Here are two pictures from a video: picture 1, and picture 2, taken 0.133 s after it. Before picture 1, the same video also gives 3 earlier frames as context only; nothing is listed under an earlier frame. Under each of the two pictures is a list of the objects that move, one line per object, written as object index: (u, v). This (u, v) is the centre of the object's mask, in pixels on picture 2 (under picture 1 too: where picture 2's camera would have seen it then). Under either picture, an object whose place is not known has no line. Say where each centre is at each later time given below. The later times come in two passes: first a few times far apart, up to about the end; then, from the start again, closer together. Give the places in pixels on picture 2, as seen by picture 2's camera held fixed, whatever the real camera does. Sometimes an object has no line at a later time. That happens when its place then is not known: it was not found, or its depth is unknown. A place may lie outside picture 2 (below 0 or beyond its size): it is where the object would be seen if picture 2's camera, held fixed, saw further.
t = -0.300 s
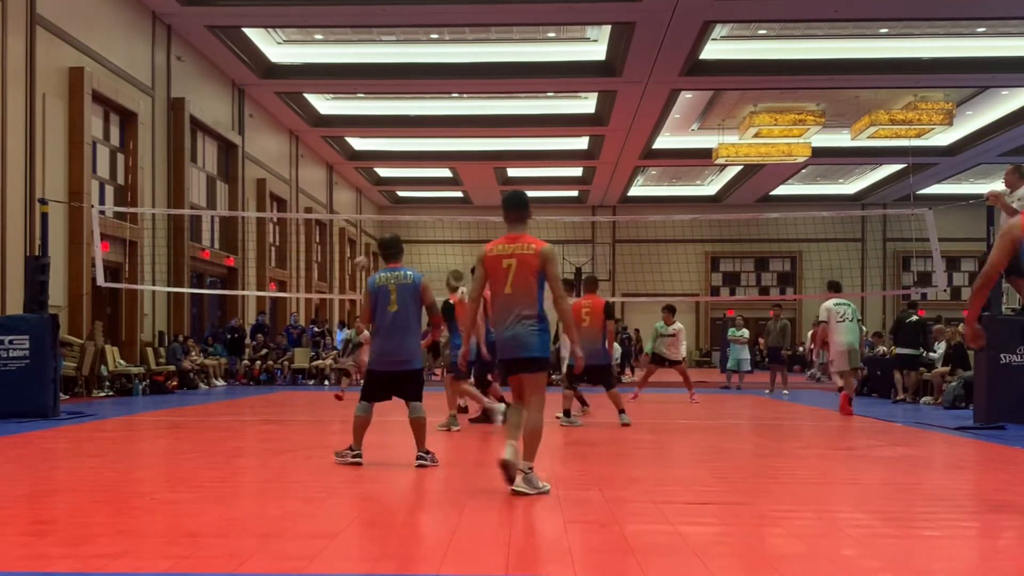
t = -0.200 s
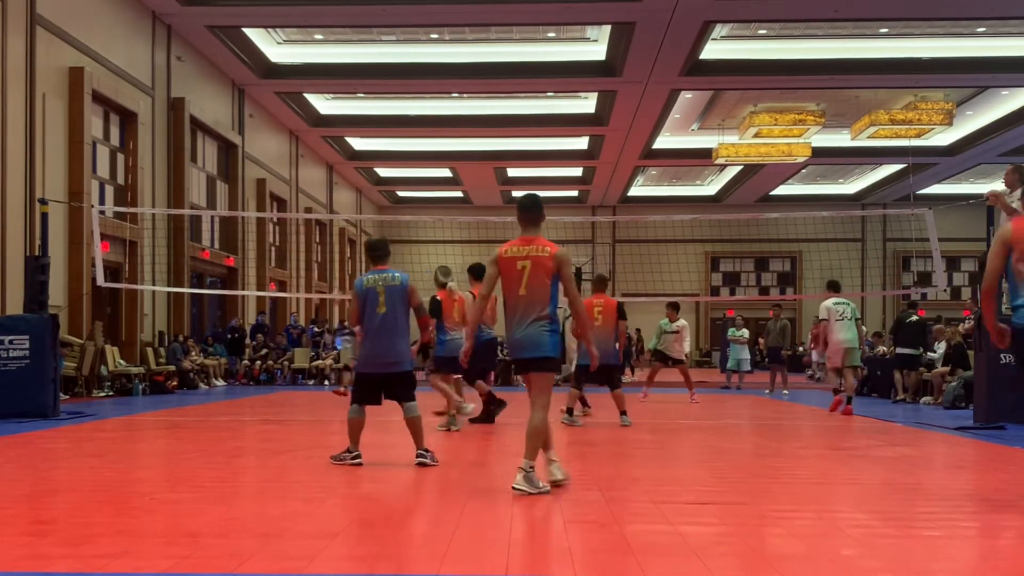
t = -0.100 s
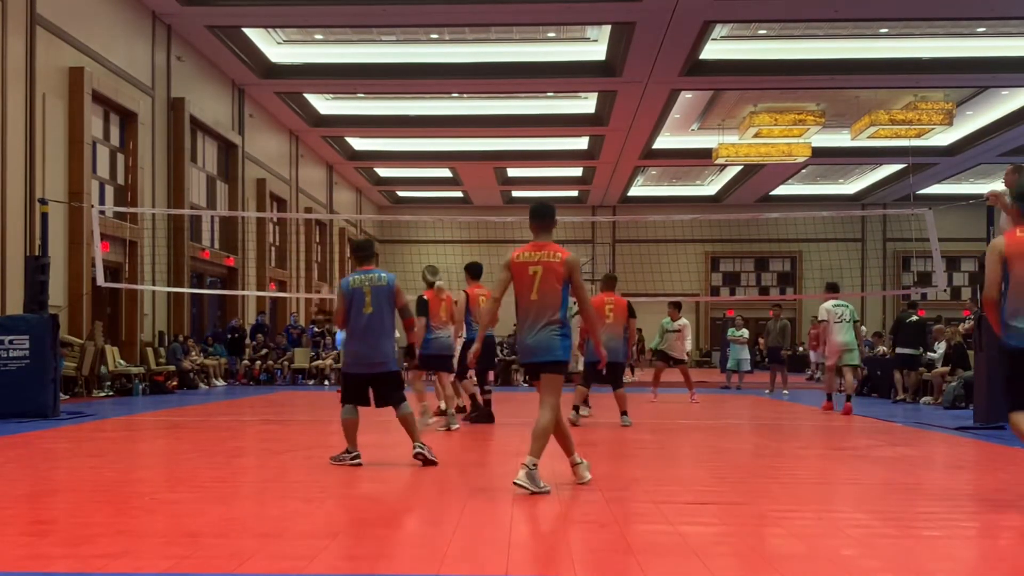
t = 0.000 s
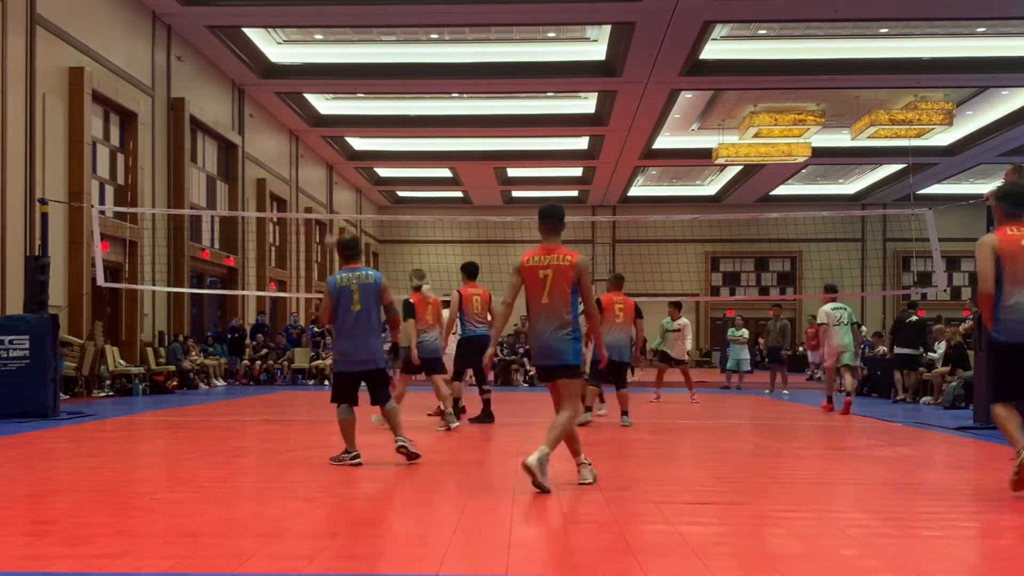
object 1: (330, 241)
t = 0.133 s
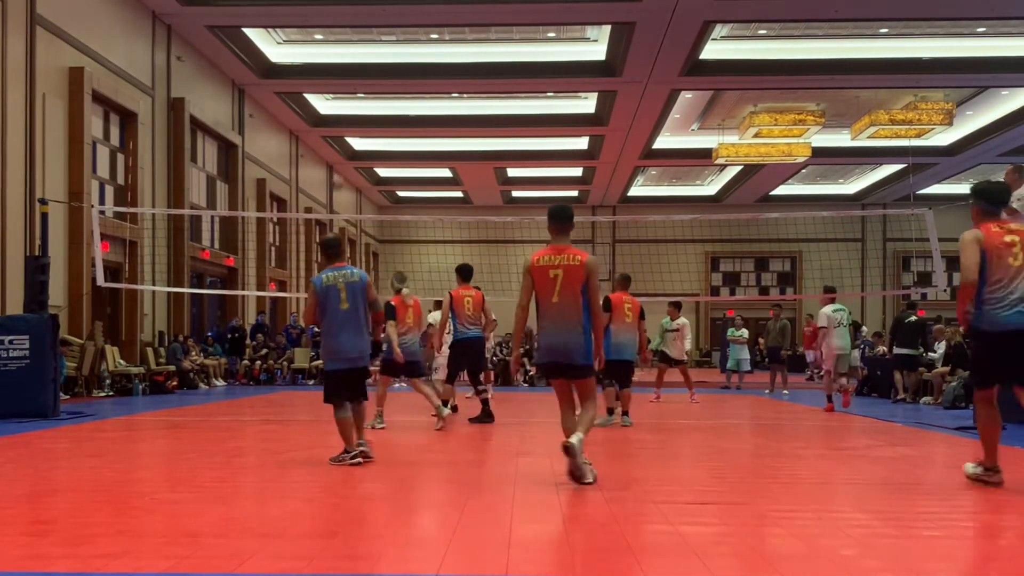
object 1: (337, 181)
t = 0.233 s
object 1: (343, 144)
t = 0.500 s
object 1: (360, 74)
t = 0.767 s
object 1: (377, 52)
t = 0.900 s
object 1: (387, 59)
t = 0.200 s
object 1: (341, 155)
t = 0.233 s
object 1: (343, 144)
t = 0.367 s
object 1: (351, 105)
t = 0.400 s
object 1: (353, 96)
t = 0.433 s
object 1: (356, 88)
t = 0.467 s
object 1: (358, 78)
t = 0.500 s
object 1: (360, 74)
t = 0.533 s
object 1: (362, 70)
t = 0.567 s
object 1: (364, 65)
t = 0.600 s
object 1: (366, 61)
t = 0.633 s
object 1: (368, 58)
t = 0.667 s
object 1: (371, 55)
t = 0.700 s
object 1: (373, 53)
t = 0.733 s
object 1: (375, 52)
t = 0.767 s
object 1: (377, 52)
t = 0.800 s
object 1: (380, 53)
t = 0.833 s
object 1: (382, 54)
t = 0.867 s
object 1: (384, 56)
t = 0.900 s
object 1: (387, 59)
